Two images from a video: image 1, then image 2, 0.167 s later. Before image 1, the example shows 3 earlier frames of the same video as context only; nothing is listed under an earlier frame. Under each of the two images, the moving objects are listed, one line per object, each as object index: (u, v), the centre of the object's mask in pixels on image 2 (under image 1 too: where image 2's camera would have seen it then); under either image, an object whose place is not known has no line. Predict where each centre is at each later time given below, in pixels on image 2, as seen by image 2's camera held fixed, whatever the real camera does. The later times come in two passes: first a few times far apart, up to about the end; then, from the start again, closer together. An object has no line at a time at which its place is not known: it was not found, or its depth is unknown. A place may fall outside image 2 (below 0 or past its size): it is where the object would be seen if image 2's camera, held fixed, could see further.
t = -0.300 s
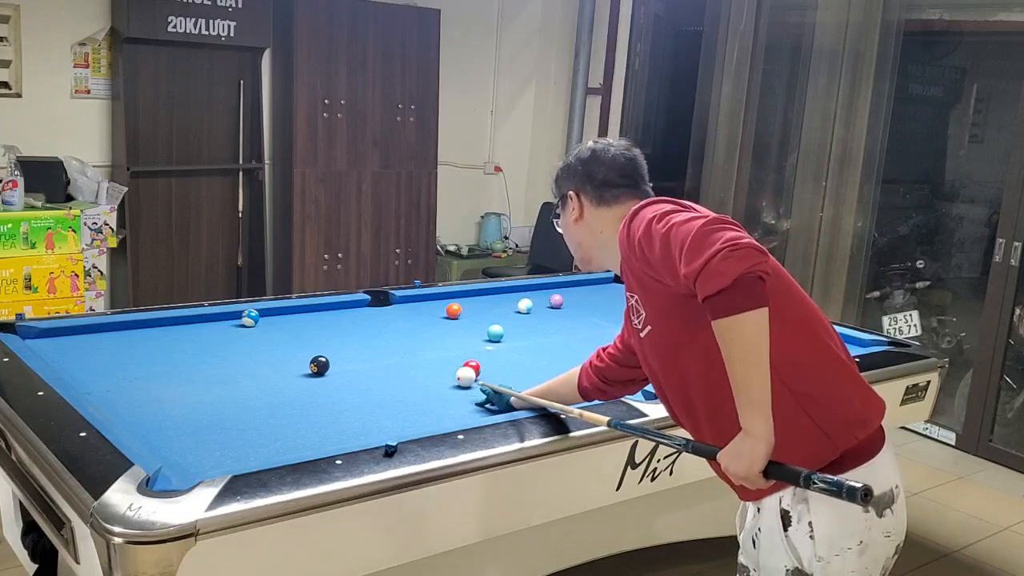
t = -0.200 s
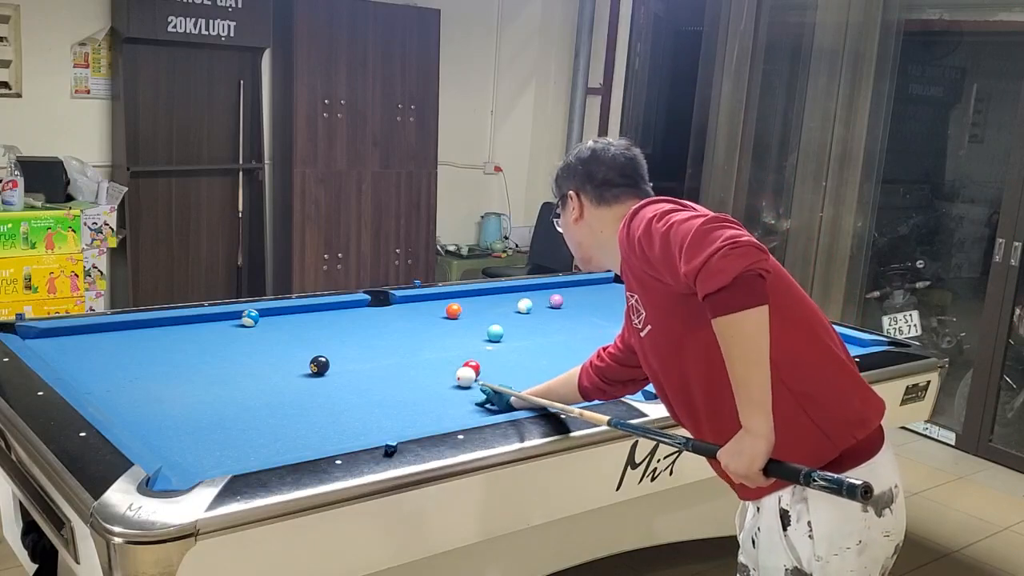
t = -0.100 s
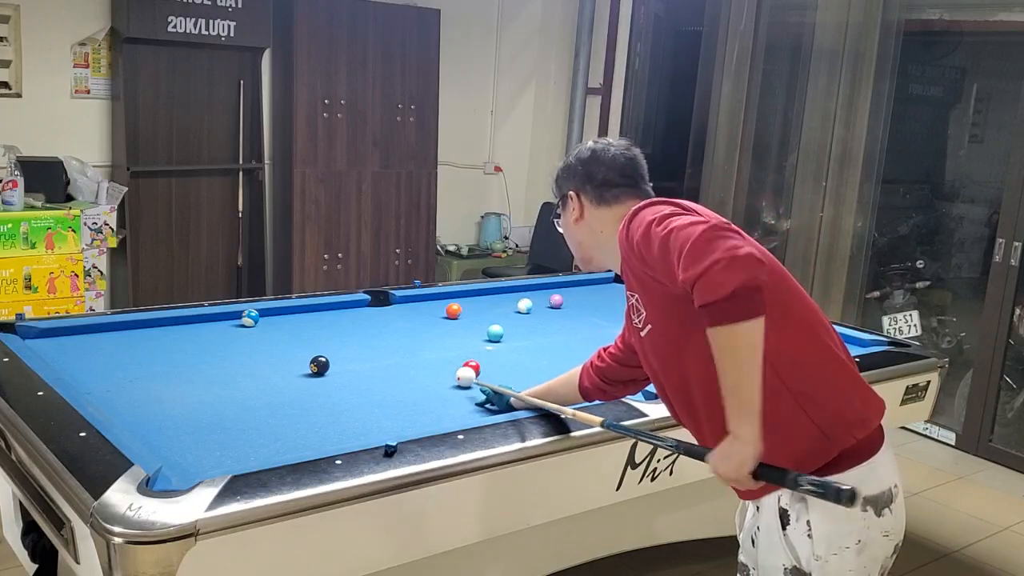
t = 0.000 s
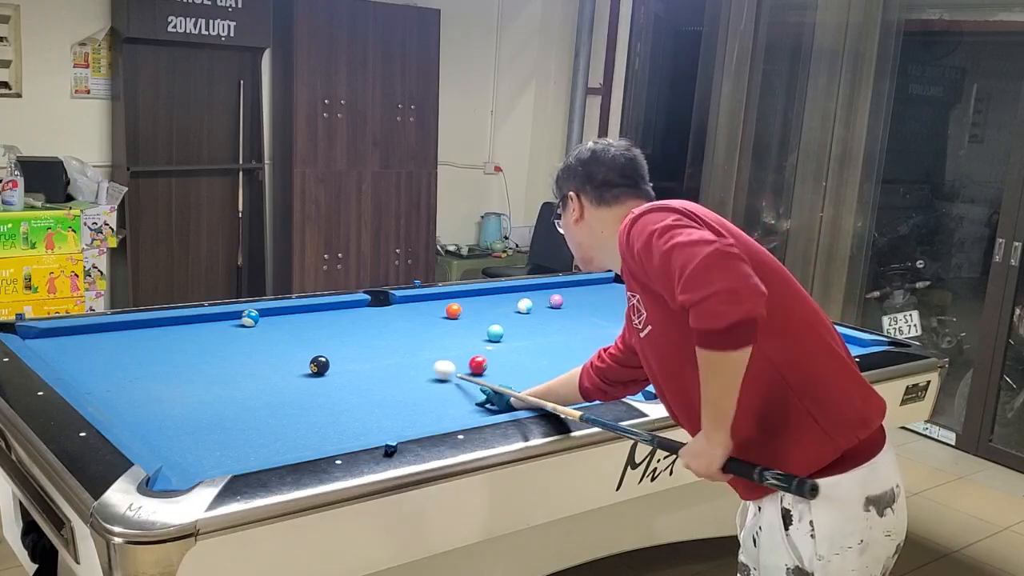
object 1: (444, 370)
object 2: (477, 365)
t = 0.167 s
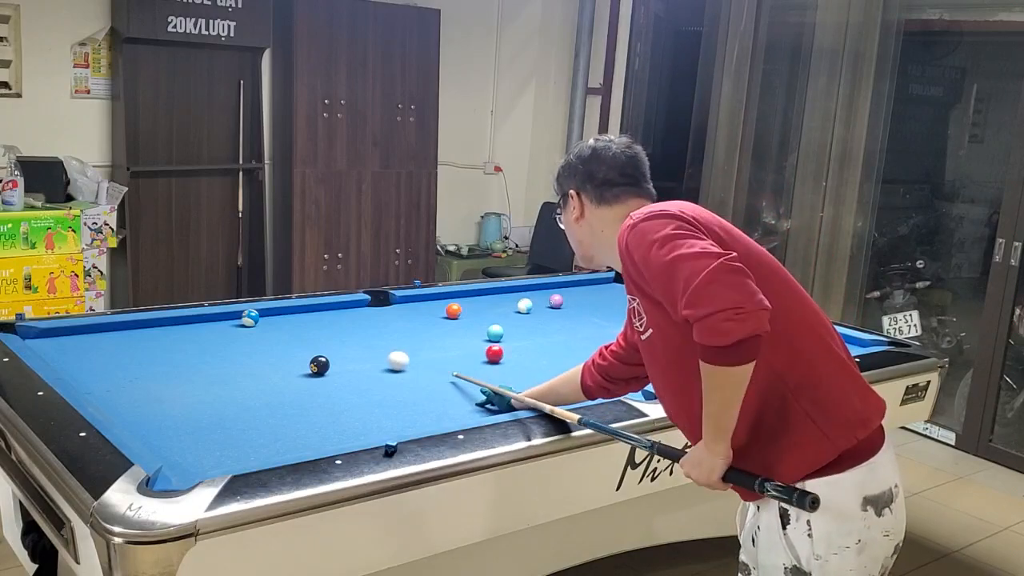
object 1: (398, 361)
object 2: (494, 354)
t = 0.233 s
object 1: (381, 357)
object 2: (500, 349)
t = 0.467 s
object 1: (325, 346)
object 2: (519, 336)
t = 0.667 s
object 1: (280, 337)
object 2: (534, 325)
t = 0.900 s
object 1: (230, 327)
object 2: (548, 315)
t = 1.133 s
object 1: (190, 321)
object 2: (562, 305)
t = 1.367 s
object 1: (182, 332)
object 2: (583, 302)
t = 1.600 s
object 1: (174, 343)
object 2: (604, 299)
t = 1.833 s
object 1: (166, 355)
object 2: (622, 295)
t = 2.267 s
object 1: (149, 378)
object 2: (656, 292)
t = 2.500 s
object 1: (140, 392)
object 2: (665, 288)
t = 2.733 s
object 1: (131, 406)
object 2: (655, 291)
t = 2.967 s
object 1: (124, 418)
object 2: (646, 292)
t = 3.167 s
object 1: (139, 424)
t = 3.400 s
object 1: (158, 428)
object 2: (629, 293)
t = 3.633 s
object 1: (174, 433)
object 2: (622, 294)
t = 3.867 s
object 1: (190, 437)
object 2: (615, 295)
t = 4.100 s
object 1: (204, 441)
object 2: (609, 295)
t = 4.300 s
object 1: (215, 444)
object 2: (605, 295)
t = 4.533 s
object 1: (226, 447)
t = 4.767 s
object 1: (235, 450)
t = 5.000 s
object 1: (243, 451)
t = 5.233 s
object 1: (249, 452)
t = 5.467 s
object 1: (254, 452)
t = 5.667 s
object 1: (256, 452)
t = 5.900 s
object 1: (258, 452)
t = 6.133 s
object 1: (258, 452)
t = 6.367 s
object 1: (258, 452)
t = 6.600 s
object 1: (258, 452)
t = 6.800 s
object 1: (258, 453)
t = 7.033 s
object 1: (258, 453)
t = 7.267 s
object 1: (258, 453)
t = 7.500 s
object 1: (258, 453)
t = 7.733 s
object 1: (258, 452)
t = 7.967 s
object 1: (258, 452)
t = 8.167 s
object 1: (258, 452)
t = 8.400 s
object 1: (258, 452)
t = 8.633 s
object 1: (259, 452)
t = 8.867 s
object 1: (258, 453)
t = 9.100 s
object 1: (259, 452)
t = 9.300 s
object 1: (258, 452)
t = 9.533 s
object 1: (258, 452)
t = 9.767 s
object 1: (258, 452)
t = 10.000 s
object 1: (258, 452)
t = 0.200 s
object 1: (389, 359)
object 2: (497, 351)
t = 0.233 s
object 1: (381, 357)
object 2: (500, 349)
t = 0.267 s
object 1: (373, 356)
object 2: (503, 347)
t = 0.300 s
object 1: (364, 354)
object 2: (506, 345)
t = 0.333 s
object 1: (356, 352)
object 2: (509, 343)
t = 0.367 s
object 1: (348, 351)
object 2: (511, 341)
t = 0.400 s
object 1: (340, 349)
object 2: (514, 339)
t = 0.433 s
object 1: (333, 347)
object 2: (517, 338)
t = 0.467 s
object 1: (325, 346)
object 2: (519, 336)
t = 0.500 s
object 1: (317, 344)
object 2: (522, 334)
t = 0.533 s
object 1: (309, 343)
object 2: (524, 332)
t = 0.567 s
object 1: (302, 341)
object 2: (526, 331)
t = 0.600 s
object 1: (294, 340)
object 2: (529, 329)
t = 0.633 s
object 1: (287, 338)
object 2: (531, 327)
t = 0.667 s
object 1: (280, 337)
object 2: (534, 325)
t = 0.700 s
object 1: (272, 336)
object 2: (536, 324)
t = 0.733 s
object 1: (265, 334)
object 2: (538, 322)
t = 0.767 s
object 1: (259, 333)
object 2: (540, 321)
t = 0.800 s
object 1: (251, 331)
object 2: (542, 320)
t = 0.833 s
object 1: (245, 329)
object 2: (544, 318)
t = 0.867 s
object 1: (237, 329)
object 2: (546, 317)
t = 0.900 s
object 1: (230, 327)
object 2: (548, 315)
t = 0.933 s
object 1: (224, 326)
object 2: (550, 314)
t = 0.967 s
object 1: (217, 324)
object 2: (553, 312)
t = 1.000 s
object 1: (210, 323)
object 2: (554, 311)
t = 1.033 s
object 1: (204, 322)
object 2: (556, 309)
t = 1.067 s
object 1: (197, 320)
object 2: (558, 308)
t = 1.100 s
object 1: (192, 319)
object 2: (560, 307)
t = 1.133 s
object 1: (190, 321)
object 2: (562, 305)
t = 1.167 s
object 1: (189, 323)
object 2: (563, 304)
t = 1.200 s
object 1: (188, 324)
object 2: (567, 304)
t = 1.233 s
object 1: (187, 325)
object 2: (570, 304)
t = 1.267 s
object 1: (186, 327)
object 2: (574, 303)
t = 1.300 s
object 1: (185, 328)
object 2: (577, 302)
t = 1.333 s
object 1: (184, 330)
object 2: (580, 302)
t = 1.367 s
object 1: (182, 332)
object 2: (583, 302)
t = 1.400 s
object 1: (181, 333)
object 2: (586, 301)
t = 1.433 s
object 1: (180, 335)
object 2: (589, 301)
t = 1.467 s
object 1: (179, 336)
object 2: (592, 300)
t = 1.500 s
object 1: (178, 338)
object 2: (595, 300)
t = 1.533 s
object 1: (177, 340)
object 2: (598, 299)
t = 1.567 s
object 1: (175, 342)
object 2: (601, 299)
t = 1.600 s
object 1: (174, 343)
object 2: (604, 299)
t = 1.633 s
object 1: (173, 345)
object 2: (607, 298)
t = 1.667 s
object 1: (172, 347)
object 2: (610, 298)
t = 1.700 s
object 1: (170, 348)
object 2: (612, 298)
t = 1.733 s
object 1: (169, 350)
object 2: (615, 297)
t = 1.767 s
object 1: (168, 352)
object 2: (618, 297)
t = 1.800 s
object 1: (167, 353)
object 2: (620, 296)
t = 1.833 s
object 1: (166, 355)
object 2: (622, 295)
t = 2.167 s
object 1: (153, 373)
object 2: (647, 292)
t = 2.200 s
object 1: (151, 375)
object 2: (651, 292)
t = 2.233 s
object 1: (150, 377)
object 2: (653, 292)
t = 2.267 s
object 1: (149, 378)
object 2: (656, 292)
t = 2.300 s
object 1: (148, 380)
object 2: (658, 291)
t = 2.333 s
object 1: (147, 382)
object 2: (660, 291)
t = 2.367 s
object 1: (146, 384)
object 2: (661, 290)
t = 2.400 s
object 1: (144, 386)
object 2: (664, 290)
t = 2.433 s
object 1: (143, 388)
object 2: (665, 289)
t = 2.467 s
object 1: (142, 390)
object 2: (667, 288)
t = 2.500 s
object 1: (140, 392)
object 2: (665, 288)
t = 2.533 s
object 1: (139, 394)
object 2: (664, 289)
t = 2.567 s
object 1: (138, 396)
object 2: (662, 290)
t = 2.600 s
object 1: (136, 398)
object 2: (661, 290)
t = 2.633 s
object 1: (135, 400)
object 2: (660, 290)
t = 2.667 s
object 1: (133, 402)
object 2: (658, 291)
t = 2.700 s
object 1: (132, 404)
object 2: (657, 291)
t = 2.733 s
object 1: (131, 406)
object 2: (655, 291)
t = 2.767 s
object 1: (130, 408)
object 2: (654, 291)
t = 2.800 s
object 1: (128, 410)
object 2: (653, 291)
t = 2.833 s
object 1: (127, 412)
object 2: (651, 291)
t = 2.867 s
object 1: (126, 414)
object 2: (650, 291)
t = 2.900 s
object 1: (125, 415)
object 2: (648, 292)
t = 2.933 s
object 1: (124, 416)
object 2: (647, 292)
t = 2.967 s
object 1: (124, 418)
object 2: (646, 292)
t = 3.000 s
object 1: (126, 419)
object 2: (644, 292)
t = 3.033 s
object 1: (129, 420)
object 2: (643, 292)
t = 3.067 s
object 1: (132, 421)
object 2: (641, 292)
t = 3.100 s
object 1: (134, 422)
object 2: (640, 293)
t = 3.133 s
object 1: (137, 423)
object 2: (639, 293)
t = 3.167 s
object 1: (139, 424)
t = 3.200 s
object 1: (142, 425)
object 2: (636, 293)
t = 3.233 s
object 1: (145, 426)
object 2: (636, 293)
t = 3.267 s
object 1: (147, 426)
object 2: (634, 293)
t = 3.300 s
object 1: (150, 427)
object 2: (633, 293)
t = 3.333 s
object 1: (152, 427)
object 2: (632, 293)
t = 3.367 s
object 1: (155, 428)
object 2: (631, 293)
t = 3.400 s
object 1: (158, 428)
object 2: (629, 293)
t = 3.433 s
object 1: (160, 429)
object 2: (628, 293)
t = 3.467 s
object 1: (162, 430)
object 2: (627, 294)
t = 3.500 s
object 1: (165, 431)
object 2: (626, 294)
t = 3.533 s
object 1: (167, 431)
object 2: (625, 294)
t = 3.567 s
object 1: (170, 432)
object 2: (624, 294)
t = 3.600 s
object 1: (172, 432)
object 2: (623, 294)
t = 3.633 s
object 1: (174, 433)
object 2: (622, 294)
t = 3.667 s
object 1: (177, 434)
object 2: (621, 294)
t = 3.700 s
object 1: (179, 434)
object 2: (620, 294)
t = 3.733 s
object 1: (181, 435)
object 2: (619, 294)
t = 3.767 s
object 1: (184, 436)
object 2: (618, 294)
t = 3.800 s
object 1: (186, 436)
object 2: (617, 295)
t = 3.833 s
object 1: (188, 437)
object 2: (616, 295)
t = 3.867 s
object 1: (190, 437)
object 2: (615, 295)
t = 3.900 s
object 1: (192, 438)
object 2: (614, 295)
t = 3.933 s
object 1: (194, 438)
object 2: (613, 295)
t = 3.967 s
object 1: (196, 439)
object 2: (612, 295)
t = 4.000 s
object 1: (198, 439)
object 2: (611, 295)
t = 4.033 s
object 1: (200, 440)
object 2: (610, 295)
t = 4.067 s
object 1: (202, 441)
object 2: (610, 295)
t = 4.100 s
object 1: (204, 441)
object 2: (609, 295)
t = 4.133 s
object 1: (206, 442)
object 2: (608, 295)
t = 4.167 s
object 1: (208, 442)
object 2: (607, 295)
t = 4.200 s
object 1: (210, 443)
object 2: (607, 295)
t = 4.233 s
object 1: (211, 443)
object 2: (606, 295)
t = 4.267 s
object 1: (213, 444)
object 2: (605, 295)
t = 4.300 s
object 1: (215, 444)
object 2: (605, 295)
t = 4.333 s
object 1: (216, 444)
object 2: (605, 295)
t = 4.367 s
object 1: (218, 445)
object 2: (604, 295)
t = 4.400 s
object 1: (220, 445)
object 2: (602, 295)
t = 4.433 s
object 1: (221, 446)
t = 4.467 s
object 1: (223, 446)
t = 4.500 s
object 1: (224, 447)
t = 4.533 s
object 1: (226, 447)
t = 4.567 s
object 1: (227, 448)
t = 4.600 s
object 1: (228, 448)
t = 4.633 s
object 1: (230, 448)
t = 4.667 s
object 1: (231, 449)
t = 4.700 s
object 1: (232, 449)
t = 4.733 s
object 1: (234, 450)
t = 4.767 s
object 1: (235, 450)
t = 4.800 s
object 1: (236, 450)
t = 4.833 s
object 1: (237, 450)
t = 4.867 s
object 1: (238, 451)
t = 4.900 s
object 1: (239, 451)
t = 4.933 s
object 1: (240, 451)
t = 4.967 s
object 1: (241, 451)
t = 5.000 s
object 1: (243, 451)
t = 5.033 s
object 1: (244, 452)
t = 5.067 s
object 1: (244, 452)
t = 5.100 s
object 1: (245, 452)
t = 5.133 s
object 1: (246, 452)
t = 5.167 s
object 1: (247, 452)
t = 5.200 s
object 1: (248, 452)
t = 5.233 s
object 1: (249, 452)
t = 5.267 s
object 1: (249, 452)
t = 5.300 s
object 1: (250, 452)
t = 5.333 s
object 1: (251, 452)
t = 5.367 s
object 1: (252, 452)
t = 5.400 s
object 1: (252, 452)
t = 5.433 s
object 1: (253, 452)
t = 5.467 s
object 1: (254, 452)
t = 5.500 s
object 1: (254, 452)
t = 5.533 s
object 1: (254, 452)
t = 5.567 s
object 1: (255, 452)
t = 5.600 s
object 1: (255, 453)
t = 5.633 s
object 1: (256, 452)
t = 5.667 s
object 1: (256, 452)
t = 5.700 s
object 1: (257, 452)
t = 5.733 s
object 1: (257, 452)
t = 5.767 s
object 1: (257, 452)
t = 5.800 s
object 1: (258, 452)
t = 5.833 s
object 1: (258, 452)
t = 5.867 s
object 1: (258, 452)
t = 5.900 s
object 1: (258, 452)
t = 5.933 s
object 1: (258, 452)
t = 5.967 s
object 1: (258, 452)
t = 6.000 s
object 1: (258, 452)
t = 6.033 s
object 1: (258, 452)
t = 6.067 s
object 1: (258, 452)
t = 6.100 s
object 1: (258, 452)
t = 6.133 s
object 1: (258, 452)
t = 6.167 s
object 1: (258, 452)
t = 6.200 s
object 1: (258, 452)
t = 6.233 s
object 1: (258, 452)
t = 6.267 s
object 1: (258, 452)
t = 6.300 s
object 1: (258, 453)
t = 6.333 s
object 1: (258, 452)
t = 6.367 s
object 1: (258, 452)
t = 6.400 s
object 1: (258, 453)
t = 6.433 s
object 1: (258, 453)
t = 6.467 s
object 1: (258, 453)
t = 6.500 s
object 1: (258, 453)
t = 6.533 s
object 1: (258, 453)
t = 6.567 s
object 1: (258, 453)
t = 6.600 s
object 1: (258, 452)
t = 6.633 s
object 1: (258, 453)
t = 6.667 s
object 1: (258, 453)
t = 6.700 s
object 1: (258, 453)
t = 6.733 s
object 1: (258, 453)
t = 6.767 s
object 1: (258, 453)
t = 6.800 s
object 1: (258, 453)
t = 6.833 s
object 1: (258, 453)
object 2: (592, 295)
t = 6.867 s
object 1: (258, 453)
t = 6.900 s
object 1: (258, 453)
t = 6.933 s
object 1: (258, 453)
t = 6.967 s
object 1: (258, 453)
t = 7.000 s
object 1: (258, 453)
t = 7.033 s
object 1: (258, 453)
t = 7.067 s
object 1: (258, 453)
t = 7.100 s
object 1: (258, 453)
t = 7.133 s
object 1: (258, 453)
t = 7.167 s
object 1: (258, 453)
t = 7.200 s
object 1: (258, 453)
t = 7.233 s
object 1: (258, 453)
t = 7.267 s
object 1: (258, 453)
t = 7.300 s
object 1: (258, 453)
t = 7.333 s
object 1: (258, 453)
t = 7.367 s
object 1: (258, 453)
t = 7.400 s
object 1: (258, 453)
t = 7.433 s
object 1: (258, 453)
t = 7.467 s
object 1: (258, 453)
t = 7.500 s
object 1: (258, 453)
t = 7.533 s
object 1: (258, 453)
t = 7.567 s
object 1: (258, 453)
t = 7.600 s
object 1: (258, 452)
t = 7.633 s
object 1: (258, 452)
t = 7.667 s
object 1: (258, 452)
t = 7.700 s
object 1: (258, 452)
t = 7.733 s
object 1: (258, 452)
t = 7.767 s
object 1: (258, 452)
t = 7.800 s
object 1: (258, 452)
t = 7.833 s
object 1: (258, 452)
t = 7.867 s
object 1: (258, 452)
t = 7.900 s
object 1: (258, 452)
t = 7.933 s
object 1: (258, 452)
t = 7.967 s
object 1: (258, 452)
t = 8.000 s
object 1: (258, 452)
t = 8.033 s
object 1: (258, 452)
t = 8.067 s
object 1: (258, 452)
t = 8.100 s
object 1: (258, 452)
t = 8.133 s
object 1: (258, 452)
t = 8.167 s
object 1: (258, 452)
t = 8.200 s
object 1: (258, 452)
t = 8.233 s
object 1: (258, 452)
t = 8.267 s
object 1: (258, 452)
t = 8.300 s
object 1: (258, 452)
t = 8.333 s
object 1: (258, 452)
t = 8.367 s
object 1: (258, 452)
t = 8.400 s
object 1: (258, 452)
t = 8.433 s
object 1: (259, 452)
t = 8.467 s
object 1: (259, 452)
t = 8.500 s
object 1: (258, 452)
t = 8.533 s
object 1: (258, 452)
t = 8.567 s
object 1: (258, 452)
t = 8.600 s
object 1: (259, 452)
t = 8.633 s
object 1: (259, 452)
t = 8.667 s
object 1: (259, 452)
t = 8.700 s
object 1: (259, 452)
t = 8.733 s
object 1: (259, 452)
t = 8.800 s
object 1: (258, 452)
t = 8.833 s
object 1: (259, 452)
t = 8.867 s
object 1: (258, 453)
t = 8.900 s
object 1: (259, 453)
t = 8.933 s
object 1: (259, 452)
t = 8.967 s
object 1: (259, 452)
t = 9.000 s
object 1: (259, 452)
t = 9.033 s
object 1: (258, 453)
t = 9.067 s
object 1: (258, 453)
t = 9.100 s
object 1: (259, 452)
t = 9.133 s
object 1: (258, 453)
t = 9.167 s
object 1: (258, 453)
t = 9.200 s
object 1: (258, 452)
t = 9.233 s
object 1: (258, 452)
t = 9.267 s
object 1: (258, 452)
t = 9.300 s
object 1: (258, 452)
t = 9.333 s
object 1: (258, 452)
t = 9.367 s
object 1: (258, 452)
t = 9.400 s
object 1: (258, 452)
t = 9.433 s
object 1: (258, 452)
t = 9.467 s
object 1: (258, 452)
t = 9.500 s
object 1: (258, 452)
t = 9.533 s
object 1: (258, 452)
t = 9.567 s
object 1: (258, 452)
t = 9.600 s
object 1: (258, 452)
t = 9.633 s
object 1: (258, 452)
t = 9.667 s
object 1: (258, 452)
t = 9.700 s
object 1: (258, 452)
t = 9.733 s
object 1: (258, 452)
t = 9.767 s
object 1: (258, 452)
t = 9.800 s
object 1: (258, 453)
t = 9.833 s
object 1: (258, 452)
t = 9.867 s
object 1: (258, 452)
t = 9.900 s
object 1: (258, 453)
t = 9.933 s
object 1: (258, 453)
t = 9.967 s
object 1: (258, 453)
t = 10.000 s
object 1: (258, 452)
